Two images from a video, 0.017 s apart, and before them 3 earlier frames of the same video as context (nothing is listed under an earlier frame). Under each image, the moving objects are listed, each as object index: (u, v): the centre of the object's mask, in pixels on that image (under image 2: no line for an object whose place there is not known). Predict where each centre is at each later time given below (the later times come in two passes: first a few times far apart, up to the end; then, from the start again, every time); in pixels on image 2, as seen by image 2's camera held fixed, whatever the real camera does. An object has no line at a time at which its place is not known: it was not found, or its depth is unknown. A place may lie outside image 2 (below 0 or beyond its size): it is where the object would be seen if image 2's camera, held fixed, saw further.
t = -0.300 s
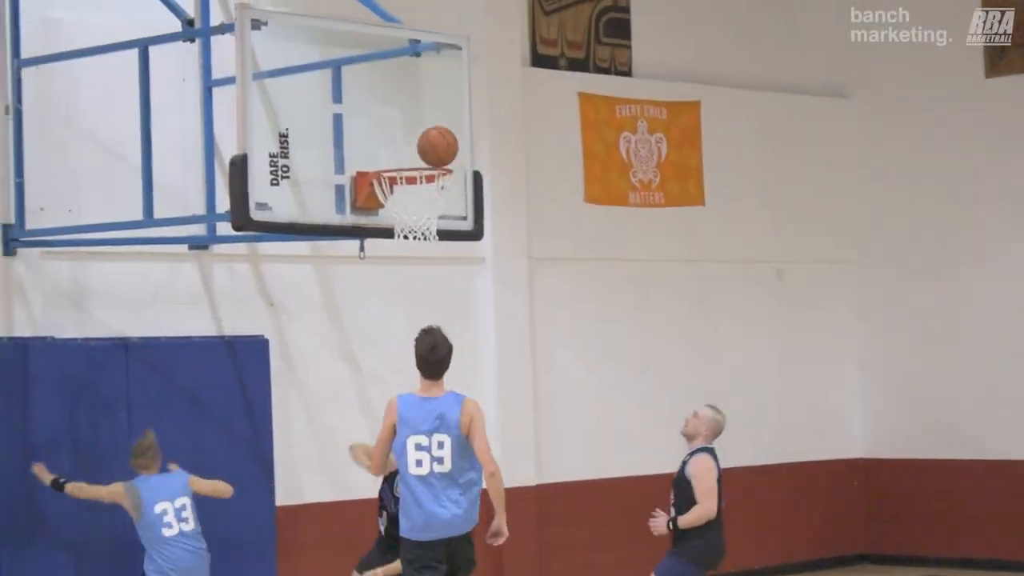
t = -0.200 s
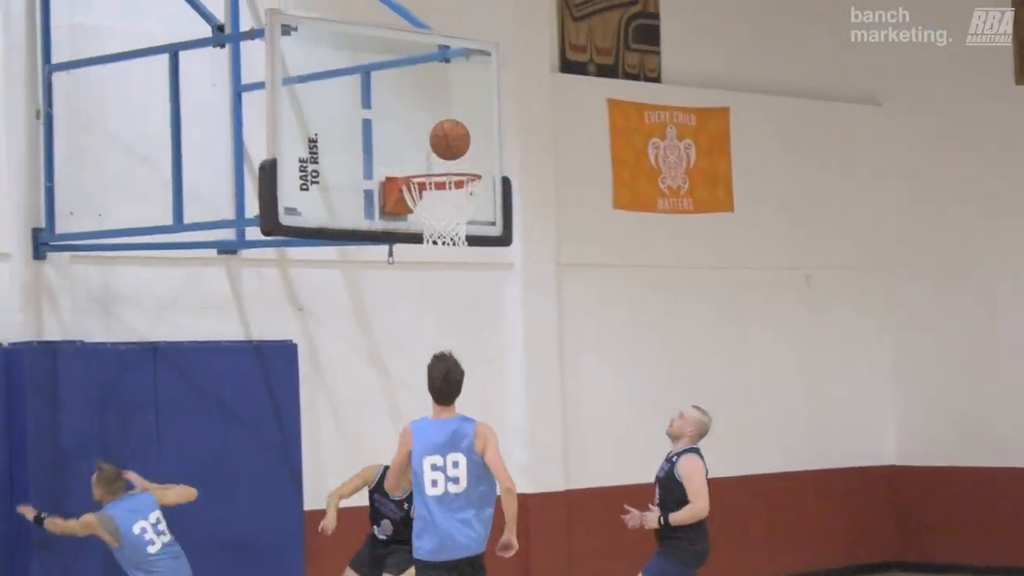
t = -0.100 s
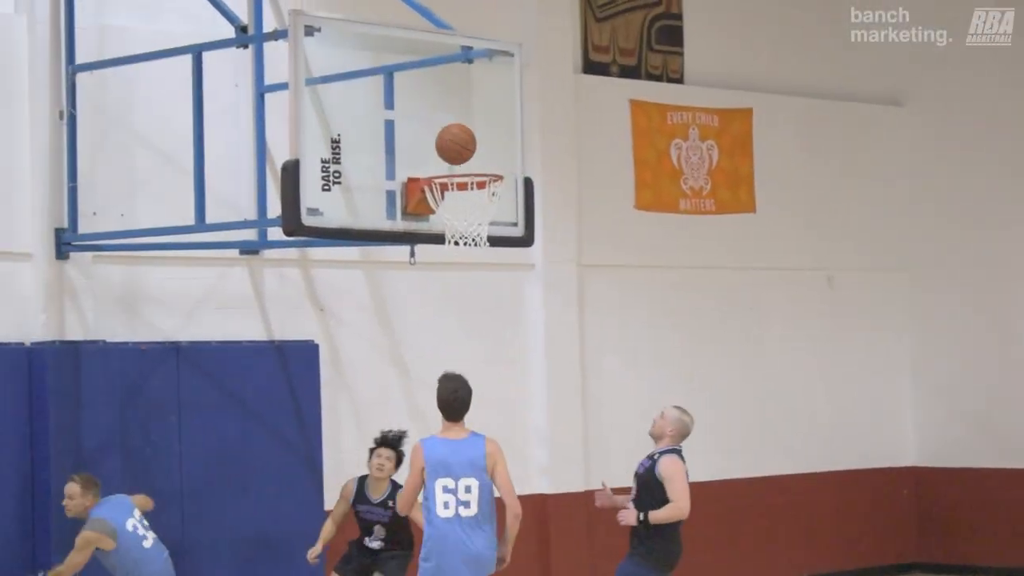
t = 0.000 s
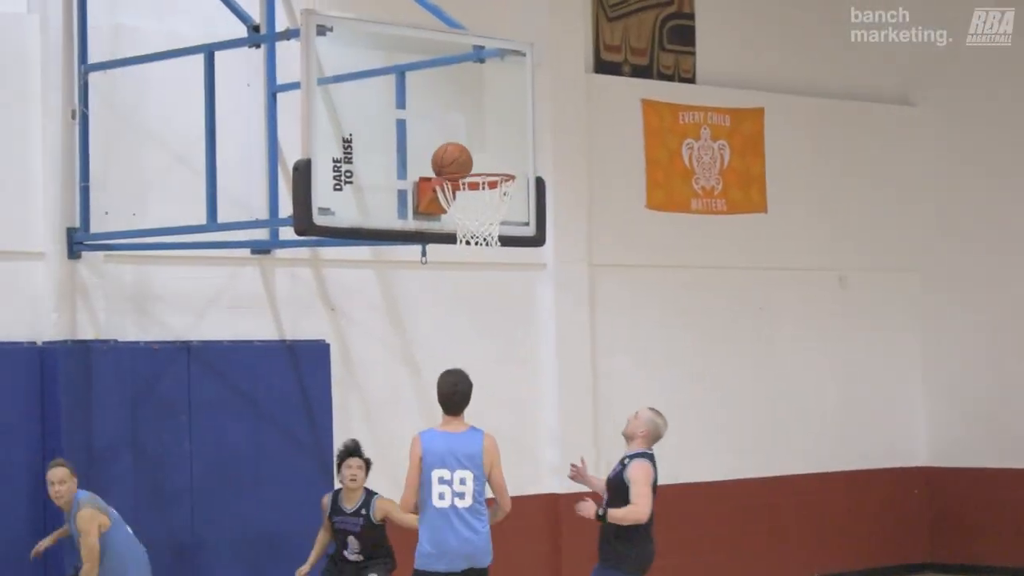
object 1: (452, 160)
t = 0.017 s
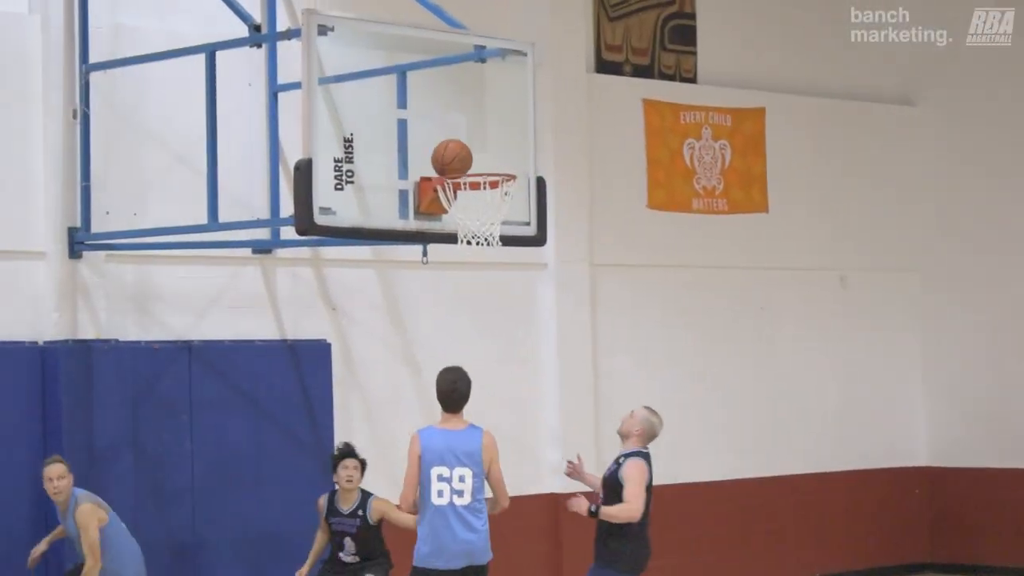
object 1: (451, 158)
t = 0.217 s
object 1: (456, 157)
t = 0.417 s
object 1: (452, 159)
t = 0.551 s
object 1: (463, 170)
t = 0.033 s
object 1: (452, 156)
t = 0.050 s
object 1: (452, 154)
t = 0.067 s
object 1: (452, 152)
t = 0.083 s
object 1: (453, 151)
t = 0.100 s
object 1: (453, 150)
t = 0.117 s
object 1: (453, 150)
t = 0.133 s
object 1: (454, 150)
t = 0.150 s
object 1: (454, 151)
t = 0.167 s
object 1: (455, 152)
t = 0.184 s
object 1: (455, 153)
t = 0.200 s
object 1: (456, 154)
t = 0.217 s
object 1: (456, 157)
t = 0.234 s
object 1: (456, 158)
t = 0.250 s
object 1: (456, 158)
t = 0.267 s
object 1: (455, 157)
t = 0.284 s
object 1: (455, 156)
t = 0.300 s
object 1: (455, 156)
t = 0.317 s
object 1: (454, 155)
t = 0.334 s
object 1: (454, 155)
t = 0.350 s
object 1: (454, 156)
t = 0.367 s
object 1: (453, 156)
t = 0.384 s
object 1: (453, 157)
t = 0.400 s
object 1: (452, 158)
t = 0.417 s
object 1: (452, 159)
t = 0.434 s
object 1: (452, 161)
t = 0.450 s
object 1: (452, 161)
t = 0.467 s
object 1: (453, 161)
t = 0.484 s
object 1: (455, 162)
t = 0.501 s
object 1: (456, 162)
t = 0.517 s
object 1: (459, 164)
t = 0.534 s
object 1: (459, 165)
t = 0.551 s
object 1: (463, 170)
